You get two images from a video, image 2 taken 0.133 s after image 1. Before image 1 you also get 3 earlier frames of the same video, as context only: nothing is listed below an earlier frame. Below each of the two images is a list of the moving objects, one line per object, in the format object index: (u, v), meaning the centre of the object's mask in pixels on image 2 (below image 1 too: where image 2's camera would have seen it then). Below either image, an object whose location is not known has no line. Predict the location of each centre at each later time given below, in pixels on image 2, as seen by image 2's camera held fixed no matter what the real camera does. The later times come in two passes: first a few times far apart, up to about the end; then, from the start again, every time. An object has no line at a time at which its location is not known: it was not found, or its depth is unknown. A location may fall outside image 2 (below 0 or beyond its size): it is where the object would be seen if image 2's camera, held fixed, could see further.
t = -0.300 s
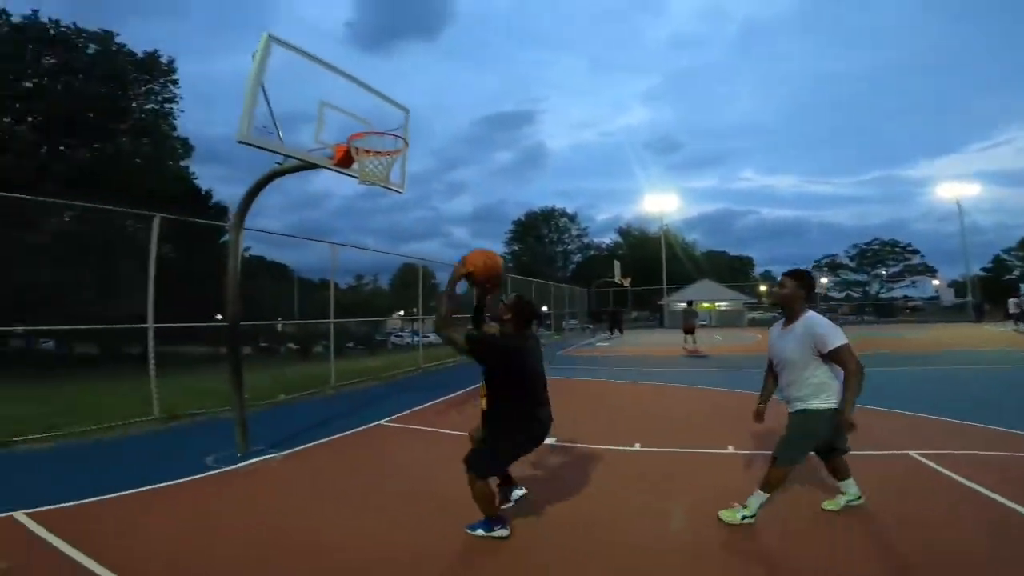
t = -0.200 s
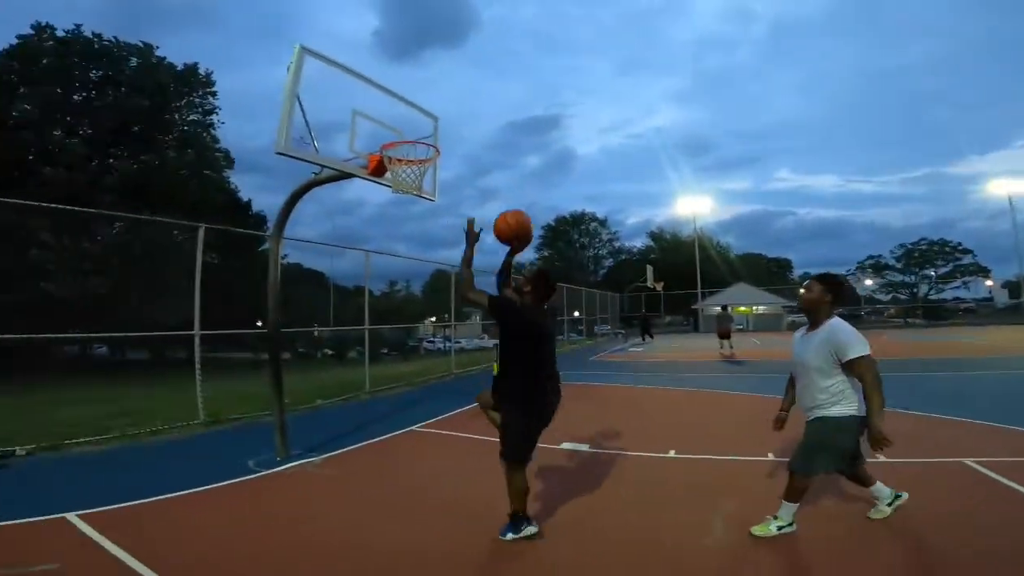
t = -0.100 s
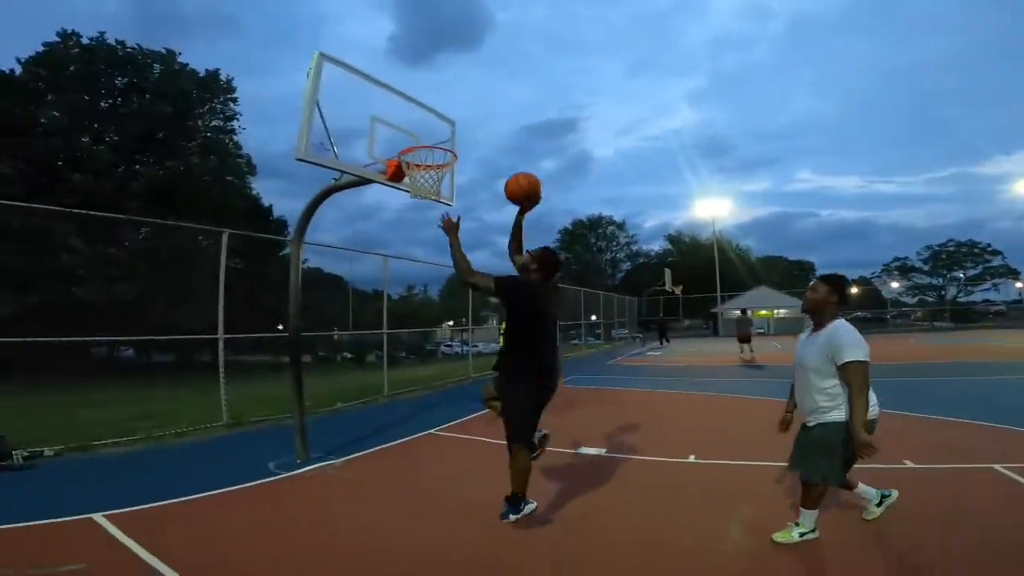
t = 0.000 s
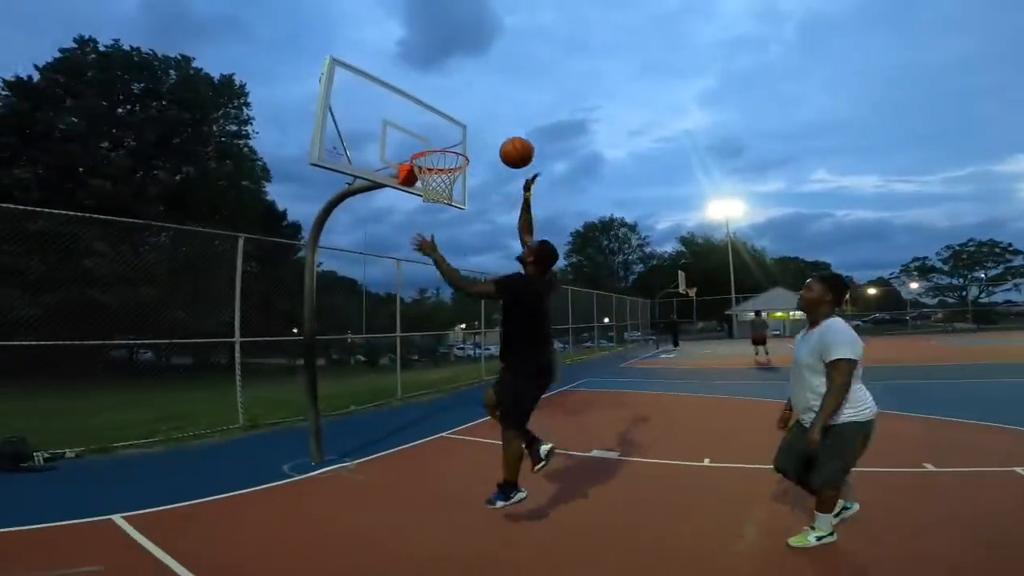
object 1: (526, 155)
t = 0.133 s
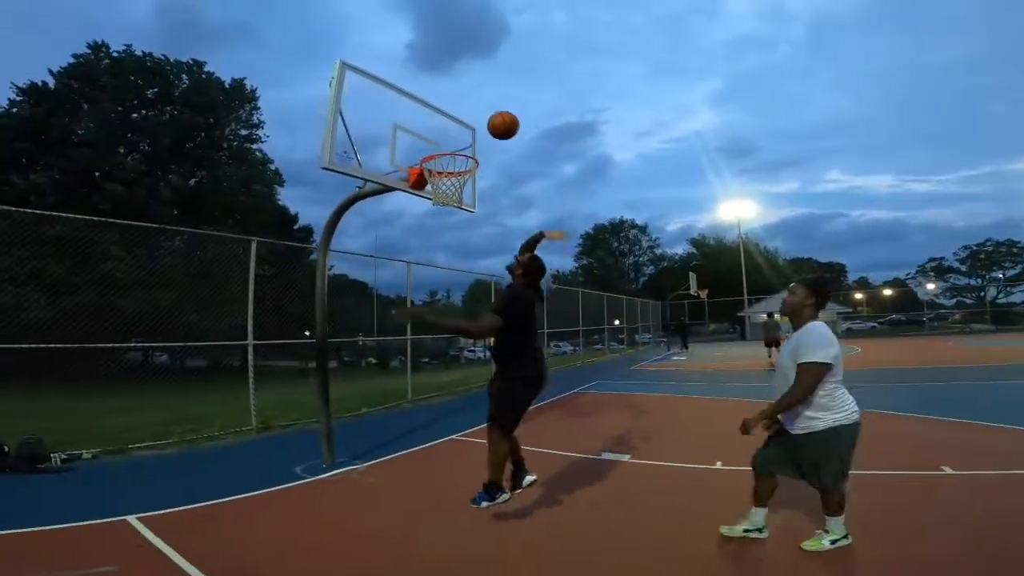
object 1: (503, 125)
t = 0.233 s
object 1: (487, 117)
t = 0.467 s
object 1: (452, 136)
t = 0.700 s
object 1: (429, 184)
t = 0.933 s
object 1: (448, 210)
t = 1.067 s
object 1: (456, 248)
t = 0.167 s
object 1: (497, 121)
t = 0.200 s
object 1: (492, 118)
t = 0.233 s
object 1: (487, 117)
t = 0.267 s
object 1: (482, 117)
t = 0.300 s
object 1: (477, 117)
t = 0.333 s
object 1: (471, 119)
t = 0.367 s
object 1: (466, 122)
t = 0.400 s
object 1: (462, 126)
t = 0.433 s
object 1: (457, 130)
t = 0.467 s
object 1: (452, 136)
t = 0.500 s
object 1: (447, 142)
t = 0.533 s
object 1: (443, 150)
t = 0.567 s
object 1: (437, 160)
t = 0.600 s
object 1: (432, 168)
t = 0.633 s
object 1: (429, 177)
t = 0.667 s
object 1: (428, 183)
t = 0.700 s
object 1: (429, 184)
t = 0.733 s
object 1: (431, 185)
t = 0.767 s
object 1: (432, 185)
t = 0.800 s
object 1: (435, 188)
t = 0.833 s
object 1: (441, 195)
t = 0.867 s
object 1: (444, 199)
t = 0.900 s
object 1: (446, 205)
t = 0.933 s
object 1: (448, 210)
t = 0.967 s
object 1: (450, 217)
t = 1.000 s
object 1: (452, 226)
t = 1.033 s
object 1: (454, 236)
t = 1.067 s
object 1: (456, 248)
